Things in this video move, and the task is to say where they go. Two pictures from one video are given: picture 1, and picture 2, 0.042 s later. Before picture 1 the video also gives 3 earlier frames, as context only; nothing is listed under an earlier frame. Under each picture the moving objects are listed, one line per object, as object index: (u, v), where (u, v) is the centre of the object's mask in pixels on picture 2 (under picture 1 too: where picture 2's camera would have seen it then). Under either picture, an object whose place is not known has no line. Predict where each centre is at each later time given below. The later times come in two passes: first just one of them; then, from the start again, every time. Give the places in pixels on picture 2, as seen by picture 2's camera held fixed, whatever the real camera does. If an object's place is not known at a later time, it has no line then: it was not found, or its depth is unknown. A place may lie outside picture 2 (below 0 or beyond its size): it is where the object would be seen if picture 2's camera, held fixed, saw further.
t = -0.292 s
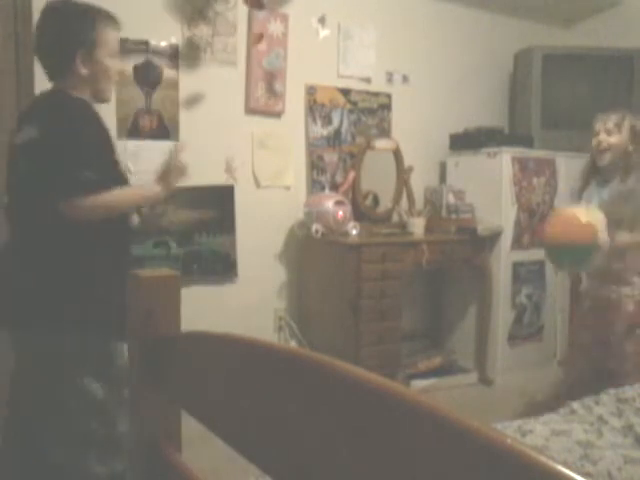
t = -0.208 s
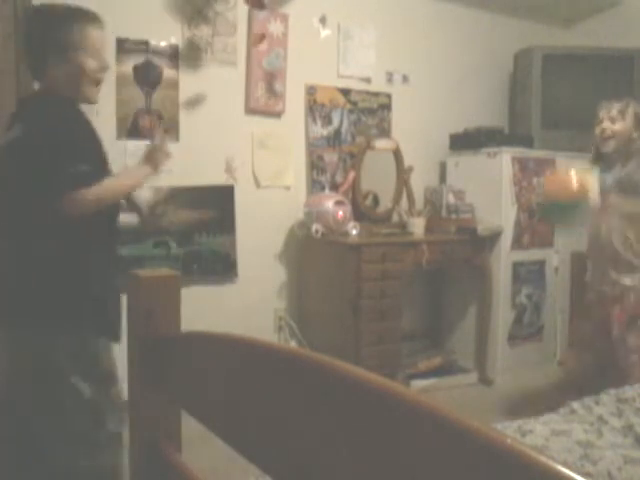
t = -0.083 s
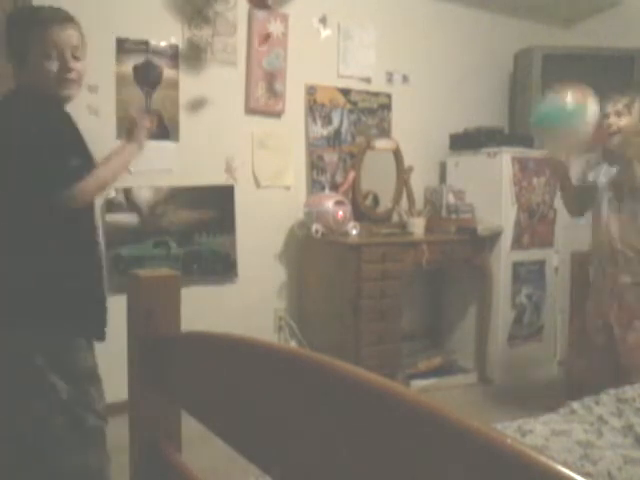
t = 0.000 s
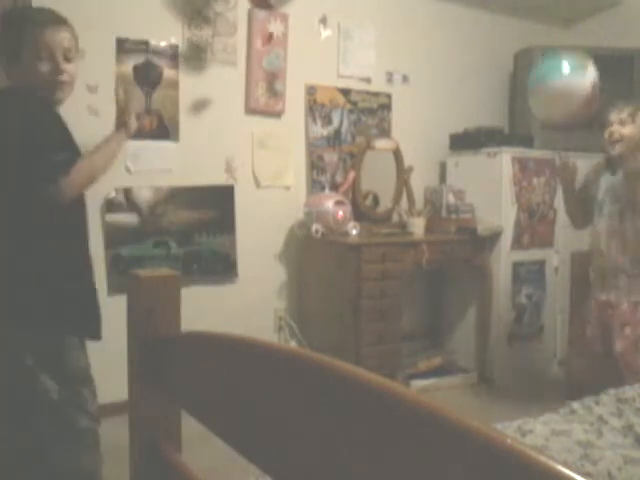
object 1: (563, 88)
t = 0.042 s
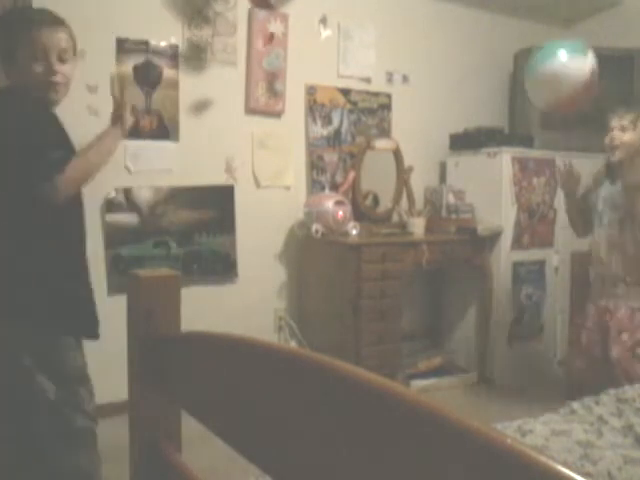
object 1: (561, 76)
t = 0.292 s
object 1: (548, 66)
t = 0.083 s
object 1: (560, 66)
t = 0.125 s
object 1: (558, 60)
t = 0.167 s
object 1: (555, 59)
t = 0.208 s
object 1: (552, 58)
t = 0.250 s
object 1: (551, 61)
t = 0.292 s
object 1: (548, 66)
